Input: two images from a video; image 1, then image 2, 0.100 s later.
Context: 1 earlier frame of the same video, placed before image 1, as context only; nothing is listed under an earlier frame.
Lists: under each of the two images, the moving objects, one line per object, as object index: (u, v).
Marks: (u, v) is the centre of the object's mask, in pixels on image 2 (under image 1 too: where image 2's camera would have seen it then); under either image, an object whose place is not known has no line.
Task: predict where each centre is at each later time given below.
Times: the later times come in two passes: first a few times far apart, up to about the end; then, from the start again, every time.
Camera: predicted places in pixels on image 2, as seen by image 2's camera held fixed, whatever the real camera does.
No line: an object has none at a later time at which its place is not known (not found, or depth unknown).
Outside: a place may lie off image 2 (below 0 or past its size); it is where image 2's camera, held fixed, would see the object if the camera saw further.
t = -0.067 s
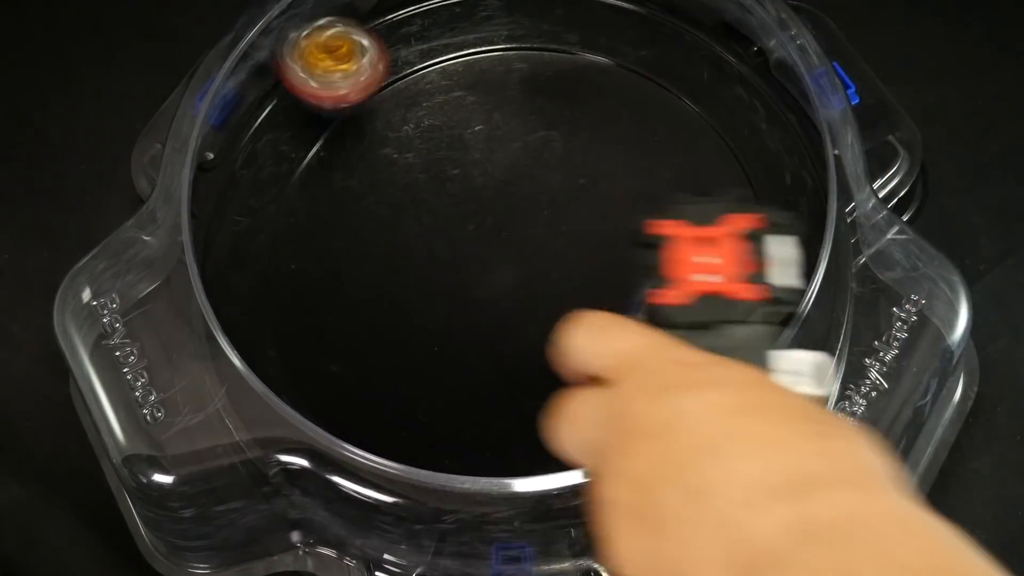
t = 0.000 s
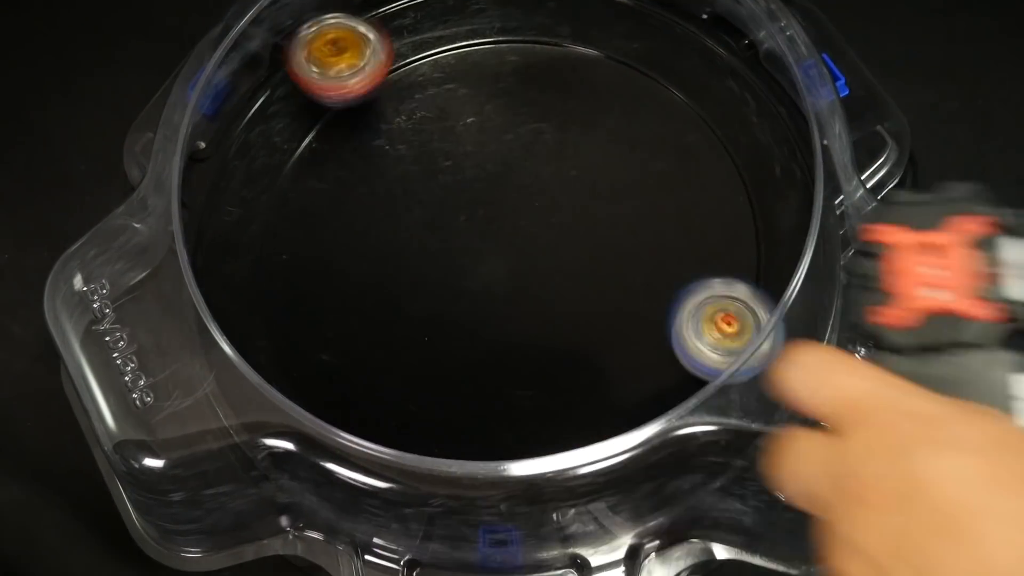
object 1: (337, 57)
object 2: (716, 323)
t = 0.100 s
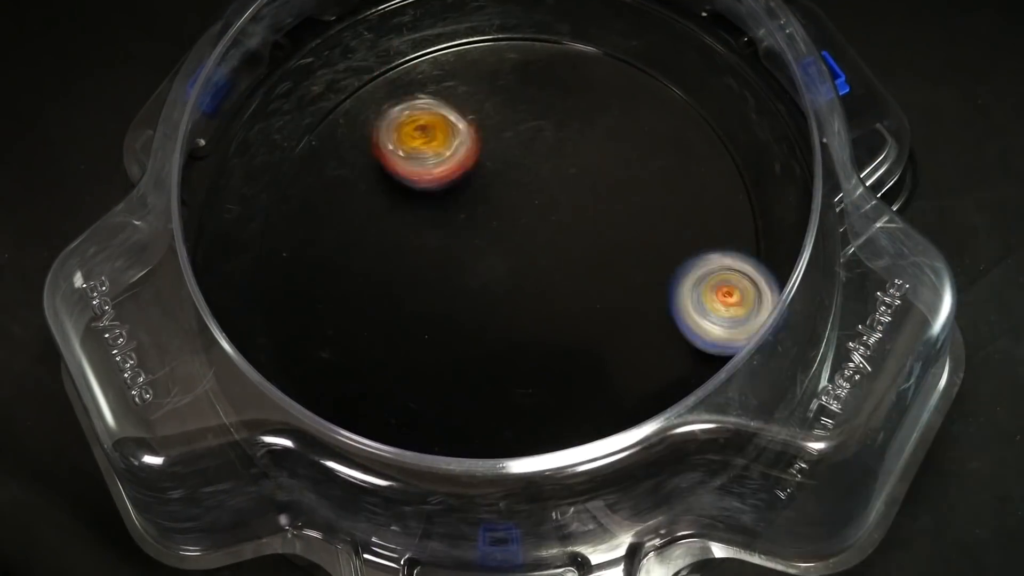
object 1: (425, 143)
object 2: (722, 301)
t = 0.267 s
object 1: (474, 268)
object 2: (689, 217)
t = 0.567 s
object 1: (328, 315)
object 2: (718, 145)
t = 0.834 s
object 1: (538, 314)
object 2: (515, 128)
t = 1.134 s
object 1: (506, 306)
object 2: (400, 152)
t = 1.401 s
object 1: (502, 314)
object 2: (351, 202)
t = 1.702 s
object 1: (529, 310)
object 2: (447, 220)
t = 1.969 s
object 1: (587, 427)
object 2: (460, 29)
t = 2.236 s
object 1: (572, 288)
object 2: (450, 30)
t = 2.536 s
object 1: (623, 469)
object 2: (427, 79)
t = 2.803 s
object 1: (457, 419)
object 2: (614, 208)
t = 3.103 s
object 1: (375, 267)
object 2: (647, 123)
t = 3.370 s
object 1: (493, 73)
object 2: (450, 271)
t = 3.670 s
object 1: (543, 190)
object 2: (396, 385)
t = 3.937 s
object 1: (576, 139)
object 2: (431, 473)
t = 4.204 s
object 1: (541, 50)
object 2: (539, 400)
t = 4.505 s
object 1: (431, 202)
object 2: (597, 89)
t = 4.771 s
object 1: (482, 350)
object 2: (498, 91)
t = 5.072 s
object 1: (618, 254)
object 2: (447, 341)
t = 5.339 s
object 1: (574, 130)
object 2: (580, 368)
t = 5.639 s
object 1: (380, 251)
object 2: (570, 106)
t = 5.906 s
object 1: (458, 406)
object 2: (357, 179)
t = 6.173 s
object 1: (648, 318)
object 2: (435, 416)
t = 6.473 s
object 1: (528, 87)
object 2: (696, 238)
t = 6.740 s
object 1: (303, 150)
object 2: (558, 95)
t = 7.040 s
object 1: (493, 396)
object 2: (379, 233)
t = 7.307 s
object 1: (725, 255)
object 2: (445, 322)
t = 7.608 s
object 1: (586, 43)
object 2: (557, 244)
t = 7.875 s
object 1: (319, 147)
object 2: (488, 198)
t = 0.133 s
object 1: (458, 175)
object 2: (705, 285)
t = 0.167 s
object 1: (490, 202)
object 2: (681, 268)
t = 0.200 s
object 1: (521, 231)
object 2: (653, 248)
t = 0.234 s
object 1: (516, 251)
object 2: (655, 233)
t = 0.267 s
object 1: (474, 268)
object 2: (689, 217)
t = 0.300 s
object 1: (430, 280)
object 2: (719, 204)
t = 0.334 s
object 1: (388, 291)
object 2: (740, 188)
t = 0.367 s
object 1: (350, 299)
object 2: (755, 178)
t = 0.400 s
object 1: (317, 308)
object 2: (758, 164)
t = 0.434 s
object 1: (290, 314)
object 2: (758, 160)
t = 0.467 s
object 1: (278, 317)
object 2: (754, 151)
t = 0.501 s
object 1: (288, 318)
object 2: (747, 149)
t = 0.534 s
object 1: (305, 317)
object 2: (734, 143)
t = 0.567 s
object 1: (328, 315)
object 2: (718, 145)
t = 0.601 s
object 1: (356, 311)
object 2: (696, 143)
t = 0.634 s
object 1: (388, 306)
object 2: (673, 147)
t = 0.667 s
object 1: (422, 299)
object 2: (646, 153)
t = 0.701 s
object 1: (457, 290)
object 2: (615, 159)
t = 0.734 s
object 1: (492, 278)
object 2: (581, 167)
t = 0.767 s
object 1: (521, 269)
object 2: (549, 174)
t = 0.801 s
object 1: (529, 286)
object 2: (531, 147)
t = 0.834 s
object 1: (538, 314)
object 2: (515, 128)
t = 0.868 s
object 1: (543, 331)
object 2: (498, 110)
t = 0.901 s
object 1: (544, 343)
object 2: (482, 100)
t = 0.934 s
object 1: (545, 351)
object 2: (466, 92)
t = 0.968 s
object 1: (542, 353)
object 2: (451, 89)
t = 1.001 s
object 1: (539, 351)
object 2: (436, 94)
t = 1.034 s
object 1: (534, 345)
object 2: (425, 101)
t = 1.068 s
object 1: (527, 336)
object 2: (414, 113)
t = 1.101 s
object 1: (518, 323)
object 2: (406, 131)
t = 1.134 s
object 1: (506, 306)
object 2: (400, 152)
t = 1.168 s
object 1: (493, 288)
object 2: (399, 175)
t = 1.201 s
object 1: (479, 270)
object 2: (399, 201)
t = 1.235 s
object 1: (482, 275)
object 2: (386, 202)
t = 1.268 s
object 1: (489, 285)
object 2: (371, 198)
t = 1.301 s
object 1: (495, 295)
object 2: (359, 197)
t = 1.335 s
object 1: (499, 302)
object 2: (352, 196)
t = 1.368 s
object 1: (501, 309)
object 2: (349, 197)
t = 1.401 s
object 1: (502, 314)
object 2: (351, 202)
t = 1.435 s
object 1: (502, 316)
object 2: (357, 208)
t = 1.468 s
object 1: (502, 316)
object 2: (366, 216)
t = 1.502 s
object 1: (500, 313)
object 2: (380, 226)
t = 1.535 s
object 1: (498, 309)
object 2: (397, 236)
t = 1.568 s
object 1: (498, 305)
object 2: (415, 243)
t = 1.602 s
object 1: (507, 310)
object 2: (421, 237)
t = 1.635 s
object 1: (516, 314)
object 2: (429, 230)
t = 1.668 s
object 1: (523, 313)
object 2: (438, 225)
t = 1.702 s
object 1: (529, 310)
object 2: (447, 220)
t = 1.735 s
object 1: (532, 304)
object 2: (457, 216)
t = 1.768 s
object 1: (532, 296)
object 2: (467, 213)
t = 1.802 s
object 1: (534, 297)
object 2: (475, 202)
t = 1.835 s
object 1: (544, 333)
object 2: (472, 157)
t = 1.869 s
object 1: (555, 364)
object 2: (469, 115)
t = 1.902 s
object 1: (566, 393)
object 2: (467, 78)
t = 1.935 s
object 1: (576, 407)
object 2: (463, 45)
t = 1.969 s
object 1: (587, 427)
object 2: (460, 29)
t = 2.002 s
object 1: (587, 413)
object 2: (458, 19)
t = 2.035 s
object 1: (589, 410)
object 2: (457, 14)
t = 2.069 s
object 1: (590, 400)
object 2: (455, 11)
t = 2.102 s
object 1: (590, 386)
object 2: (453, 10)
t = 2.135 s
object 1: (587, 365)
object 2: (452, 12)
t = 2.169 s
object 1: (583, 341)
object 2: (451, 15)
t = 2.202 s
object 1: (578, 316)
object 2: (450, 22)
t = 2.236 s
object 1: (572, 288)
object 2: (450, 30)
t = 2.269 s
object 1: (562, 260)
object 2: (451, 44)
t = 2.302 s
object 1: (549, 233)
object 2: (453, 69)
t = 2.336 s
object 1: (534, 207)
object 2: (457, 98)
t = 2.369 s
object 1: (532, 219)
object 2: (447, 102)
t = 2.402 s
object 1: (561, 290)
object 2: (411, 46)
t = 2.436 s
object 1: (586, 360)
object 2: (383, 22)
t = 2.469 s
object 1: (618, 421)
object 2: (396, 37)
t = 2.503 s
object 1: (628, 461)
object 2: (413, 53)
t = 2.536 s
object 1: (623, 469)
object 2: (427, 79)
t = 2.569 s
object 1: (611, 458)
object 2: (445, 110)
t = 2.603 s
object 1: (592, 427)
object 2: (463, 148)
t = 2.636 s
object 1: (578, 409)
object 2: (482, 186)
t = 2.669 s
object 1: (564, 394)
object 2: (503, 223)
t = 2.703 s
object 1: (548, 368)
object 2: (523, 262)
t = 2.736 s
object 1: (523, 371)
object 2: (549, 263)
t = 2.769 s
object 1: (488, 404)
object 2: (581, 232)
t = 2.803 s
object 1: (457, 419)
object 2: (614, 208)
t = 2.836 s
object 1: (422, 445)
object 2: (636, 183)
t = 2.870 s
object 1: (398, 438)
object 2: (658, 158)
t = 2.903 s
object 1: (380, 433)
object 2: (673, 138)
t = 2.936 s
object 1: (374, 405)
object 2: (684, 123)
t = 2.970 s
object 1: (364, 388)
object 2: (691, 111)
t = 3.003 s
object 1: (360, 363)
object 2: (688, 107)
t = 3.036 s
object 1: (363, 331)
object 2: (677, 110)
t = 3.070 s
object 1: (367, 300)
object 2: (663, 114)
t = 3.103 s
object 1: (375, 267)
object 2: (647, 123)
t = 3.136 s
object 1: (386, 233)
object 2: (628, 133)
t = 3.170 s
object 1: (398, 199)
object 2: (606, 148)
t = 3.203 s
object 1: (412, 168)
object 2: (583, 166)
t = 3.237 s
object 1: (426, 141)
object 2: (558, 186)
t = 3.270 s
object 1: (443, 115)
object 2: (531, 207)
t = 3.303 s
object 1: (460, 96)
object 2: (503, 228)
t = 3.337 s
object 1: (477, 83)
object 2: (476, 251)
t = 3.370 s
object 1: (493, 73)
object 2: (450, 271)
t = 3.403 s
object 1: (509, 68)
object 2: (424, 293)
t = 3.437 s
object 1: (523, 71)
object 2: (403, 311)
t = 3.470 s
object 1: (535, 75)
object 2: (385, 330)
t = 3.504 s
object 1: (544, 85)
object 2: (374, 347)
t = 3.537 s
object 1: (551, 100)
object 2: (367, 360)
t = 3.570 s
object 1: (554, 117)
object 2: (366, 372)
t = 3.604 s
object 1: (554, 139)
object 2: (371, 379)
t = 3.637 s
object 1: (551, 164)
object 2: (381, 383)
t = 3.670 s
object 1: (543, 190)
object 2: (396, 385)
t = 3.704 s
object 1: (534, 217)
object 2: (417, 382)
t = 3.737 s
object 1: (521, 243)
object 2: (442, 374)
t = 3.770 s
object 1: (506, 268)
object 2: (470, 362)
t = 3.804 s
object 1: (519, 252)
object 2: (460, 386)
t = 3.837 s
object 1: (539, 222)
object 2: (448, 413)
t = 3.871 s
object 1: (556, 193)
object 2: (438, 439)
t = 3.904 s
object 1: (567, 165)
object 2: (433, 459)
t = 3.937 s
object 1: (576, 139)
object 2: (431, 473)
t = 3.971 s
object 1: (582, 116)
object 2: (434, 482)
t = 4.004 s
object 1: (585, 96)
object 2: (442, 488)
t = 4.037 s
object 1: (583, 82)
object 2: (451, 487)
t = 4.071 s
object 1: (579, 68)
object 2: (463, 480)
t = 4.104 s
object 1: (573, 59)
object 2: (479, 467)
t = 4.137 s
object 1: (565, 52)
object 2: (498, 449)
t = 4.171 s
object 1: (554, 50)
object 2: (518, 419)
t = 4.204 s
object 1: (541, 50)
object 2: (539, 400)
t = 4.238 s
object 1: (529, 53)
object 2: (557, 368)
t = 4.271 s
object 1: (516, 61)
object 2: (573, 333)
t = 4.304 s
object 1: (502, 72)
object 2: (587, 297)
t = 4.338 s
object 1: (488, 88)
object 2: (597, 256)
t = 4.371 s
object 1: (474, 106)
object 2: (603, 216)
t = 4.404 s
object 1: (460, 128)
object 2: (607, 180)
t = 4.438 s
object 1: (448, 151)
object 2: (605, 144)
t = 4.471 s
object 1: (439, 175)
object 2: (602, 113)
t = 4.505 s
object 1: (431, 202)
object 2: (597, 89)
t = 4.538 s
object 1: (426, 228)
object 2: (589, 65)
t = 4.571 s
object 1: (425, 253)
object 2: (579, 50)
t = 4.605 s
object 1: (427, 276)
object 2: (570, 43)
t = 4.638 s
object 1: (432, 297)
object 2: (556, 43)
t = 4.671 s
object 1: (441, 316)
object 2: (541, 48)
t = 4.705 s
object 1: (452, 332)
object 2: (528, 59)
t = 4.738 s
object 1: (466, 343)
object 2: (514, 73)
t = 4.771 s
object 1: (482, 350)
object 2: (498, 91)
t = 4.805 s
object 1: (499, 352)
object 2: (486, 114)
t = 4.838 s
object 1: (517, 350)
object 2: (473, 138)
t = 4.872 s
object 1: (535, 345)
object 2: (462, 167)
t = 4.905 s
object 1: (552, 335)
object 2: (450, 197)
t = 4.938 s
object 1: (569, 323)
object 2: (443, 226)
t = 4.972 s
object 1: (584, 308)
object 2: (438, 257)
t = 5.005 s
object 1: (598, 291)
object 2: (436, 287)
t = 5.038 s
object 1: (609, 273)
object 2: (441, 316)
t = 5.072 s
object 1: (618, 254)
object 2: (447, 341)
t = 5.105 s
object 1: (624, 235)
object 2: (457, 363)
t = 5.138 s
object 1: (628, 216)
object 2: (472, 380)
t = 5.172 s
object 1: (628, 198)
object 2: (487, 391)
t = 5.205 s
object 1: (625, 179)
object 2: (505, 398)
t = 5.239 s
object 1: (618, 163)
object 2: (524, 398)
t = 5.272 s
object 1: (607, 148)
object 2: (543, 393)
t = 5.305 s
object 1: (593, 137)
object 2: (563, 384)
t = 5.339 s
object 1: (574, 130)
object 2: (580, 368)
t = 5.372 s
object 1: (551, 127)
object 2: (596, 347)
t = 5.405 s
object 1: (527, 129)
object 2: (609, 323)
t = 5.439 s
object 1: (501, 136)
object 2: (620, 293)
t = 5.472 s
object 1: (475, 147)
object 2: (623, 263)
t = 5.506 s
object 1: (449, 162)
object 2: (625, 229)
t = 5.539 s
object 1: (426, 181)
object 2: (617, 195)
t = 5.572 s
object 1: (407, 202)
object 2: (607, 163)
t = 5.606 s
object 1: (391, 225)
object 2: (591, 132)
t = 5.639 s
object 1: (380, 251)
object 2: (570, 106)
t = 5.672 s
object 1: (373, 276)
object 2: (547, 82)
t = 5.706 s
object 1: (371, 301)
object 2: (521, 64)
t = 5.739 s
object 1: (375, 326)
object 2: (492, 50)
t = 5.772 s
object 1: (384, 349)
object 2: (462, 63)
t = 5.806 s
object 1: (397, 369)
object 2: (433, 87)
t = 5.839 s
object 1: (415, 386)
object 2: (407, 114)
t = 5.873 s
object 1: (435, 398)
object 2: (380, 146)
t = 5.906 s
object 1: (458, 406)
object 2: (357, 179)
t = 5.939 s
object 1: (483, 410)
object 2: (338, 215)
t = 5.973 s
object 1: (509, 410)
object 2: (325, 252)
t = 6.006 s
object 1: (536, 406)
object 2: (317, 291)
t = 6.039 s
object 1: (563, 398)
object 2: (316, 330)
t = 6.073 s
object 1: (589, 385)
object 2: (330, 364)
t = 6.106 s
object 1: (613, 367)
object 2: (358, 389)
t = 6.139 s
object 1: (634, 344)
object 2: (394, 406)
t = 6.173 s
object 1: (648, 318)
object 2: (435, 416)
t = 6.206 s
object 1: (658, 289)
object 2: (477, 418)
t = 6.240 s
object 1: (661, 257)
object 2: (521, 414)
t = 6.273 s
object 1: (659, 225)
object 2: (560, 403)
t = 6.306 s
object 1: (649, 195)
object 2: (599, 386)
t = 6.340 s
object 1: (632, 166)
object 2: (632, 361)
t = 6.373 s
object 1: (612, 142)
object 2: (657, 332)
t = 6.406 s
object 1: (588, 120)
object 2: (678, 301)
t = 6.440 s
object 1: (559, 101)
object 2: (689, 269)
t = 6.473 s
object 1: (528, 87)
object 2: (696, 238)
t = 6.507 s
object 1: (494, 77)
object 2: (696, 207)
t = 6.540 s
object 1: (459, 70)
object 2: (689, 178)
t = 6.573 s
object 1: (423, 69)
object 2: (676, 154)
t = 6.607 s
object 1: (389, 73)
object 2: (660, 133)
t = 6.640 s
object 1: (356, 81)
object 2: (637, 116)
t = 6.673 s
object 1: (329, 95)
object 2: (614, 105)
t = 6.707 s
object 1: (311, 118)
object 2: (587, 97)
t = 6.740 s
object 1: (303, 150)
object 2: (558, 95)
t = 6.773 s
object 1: (300, 184)
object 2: (530, 99)
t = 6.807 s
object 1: (303, 219)
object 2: (501, 107)
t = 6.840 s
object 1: (310, 255)
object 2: (474, 119)
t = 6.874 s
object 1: (325, 291)
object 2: (449, 134)
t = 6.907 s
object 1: (349, 323)
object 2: (427, 153)
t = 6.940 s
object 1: (378, 351)
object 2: (410, 173)
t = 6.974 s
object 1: (414, 374)
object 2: (397, 193)
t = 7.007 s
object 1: (453, 388)
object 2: (386, 214)
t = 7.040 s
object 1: (493, 396)
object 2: (379, 233)
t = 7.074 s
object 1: (534, 397)
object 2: (377, 253)
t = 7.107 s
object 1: (572, 391)
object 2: (378, 271)
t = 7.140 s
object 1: (609, 379)
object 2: (383, 287)
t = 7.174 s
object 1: (642, 361)
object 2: (392, 300)
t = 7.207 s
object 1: (671, 340)
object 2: (403, 310)
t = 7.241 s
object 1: (694, 314)
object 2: (415, 318)
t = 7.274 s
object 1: (712, 285)
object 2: (430, 322)
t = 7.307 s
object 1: (725, 255)
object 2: (445, 322)
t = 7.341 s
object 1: (734, 223)
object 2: (460, 320)
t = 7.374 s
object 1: (736, 191)
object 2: (476, 317)
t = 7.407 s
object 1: (734, 160)
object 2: (493, 311)
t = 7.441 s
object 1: (722, 131)
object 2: (509, 304)
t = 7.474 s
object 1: (701, 107)
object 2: (524, 295)
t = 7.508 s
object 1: (675, 88)
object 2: (537, 284)
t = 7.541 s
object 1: (647, 71)
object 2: (548, 272)
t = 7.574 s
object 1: (619, 55)
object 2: (554, 258)
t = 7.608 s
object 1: (586, 43)
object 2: (557, 244)
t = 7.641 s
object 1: (550, 38)
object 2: (557, 230)
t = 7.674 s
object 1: (514, 36)
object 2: (553, 218)
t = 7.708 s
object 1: (475, 38)
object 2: (546, 207)
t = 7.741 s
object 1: (437, 45)
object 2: (536, 199)
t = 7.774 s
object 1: (402, 64)
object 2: (524, 195)
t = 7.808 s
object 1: (370, 86)
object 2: (511, 194)
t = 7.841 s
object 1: (342, 114)
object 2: (499, 195)
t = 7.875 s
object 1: (319, 147)
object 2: (488, 198)
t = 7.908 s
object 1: (303, 184)
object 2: (478, 205)
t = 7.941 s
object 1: (295, 223)
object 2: (470, 213)
